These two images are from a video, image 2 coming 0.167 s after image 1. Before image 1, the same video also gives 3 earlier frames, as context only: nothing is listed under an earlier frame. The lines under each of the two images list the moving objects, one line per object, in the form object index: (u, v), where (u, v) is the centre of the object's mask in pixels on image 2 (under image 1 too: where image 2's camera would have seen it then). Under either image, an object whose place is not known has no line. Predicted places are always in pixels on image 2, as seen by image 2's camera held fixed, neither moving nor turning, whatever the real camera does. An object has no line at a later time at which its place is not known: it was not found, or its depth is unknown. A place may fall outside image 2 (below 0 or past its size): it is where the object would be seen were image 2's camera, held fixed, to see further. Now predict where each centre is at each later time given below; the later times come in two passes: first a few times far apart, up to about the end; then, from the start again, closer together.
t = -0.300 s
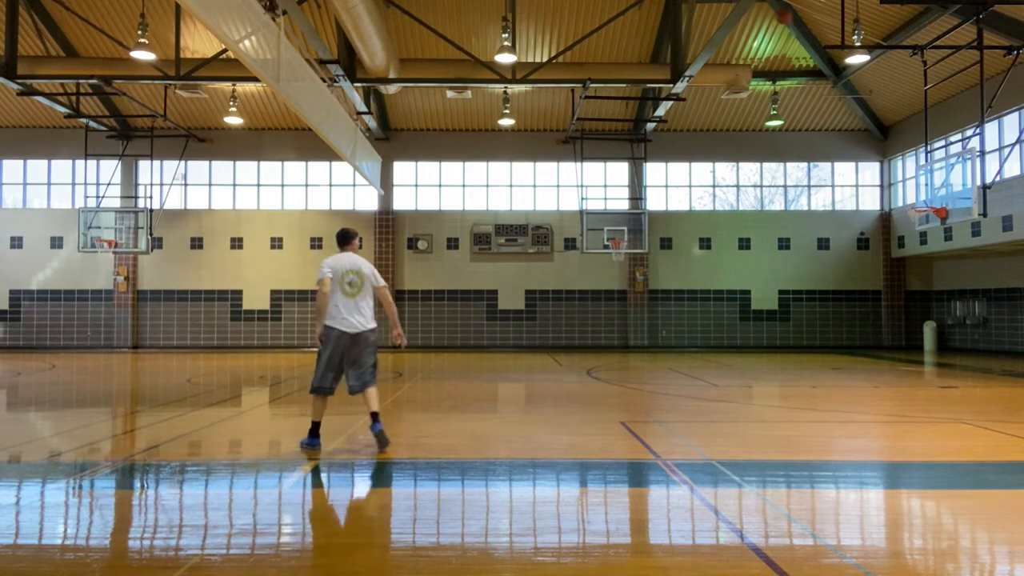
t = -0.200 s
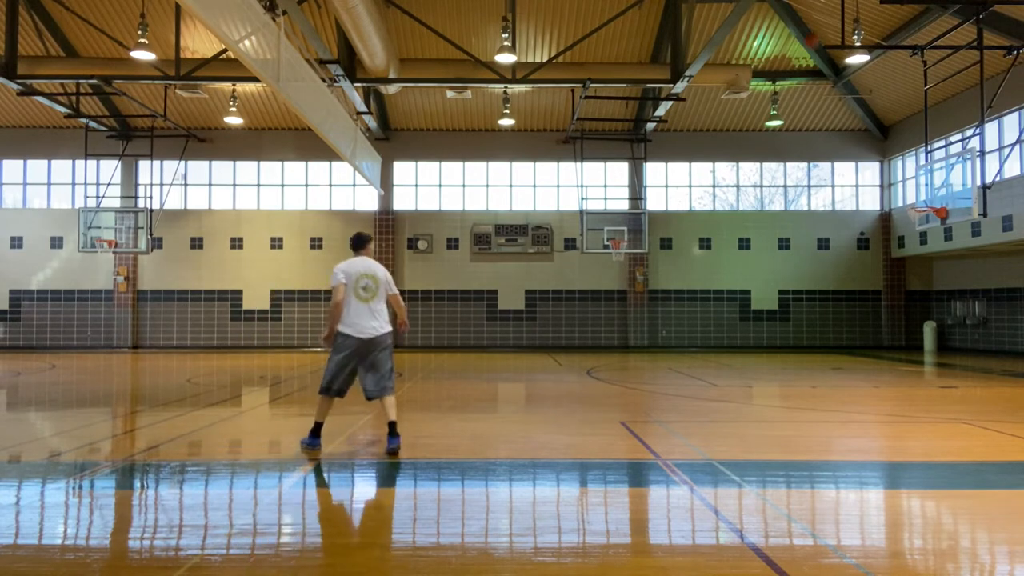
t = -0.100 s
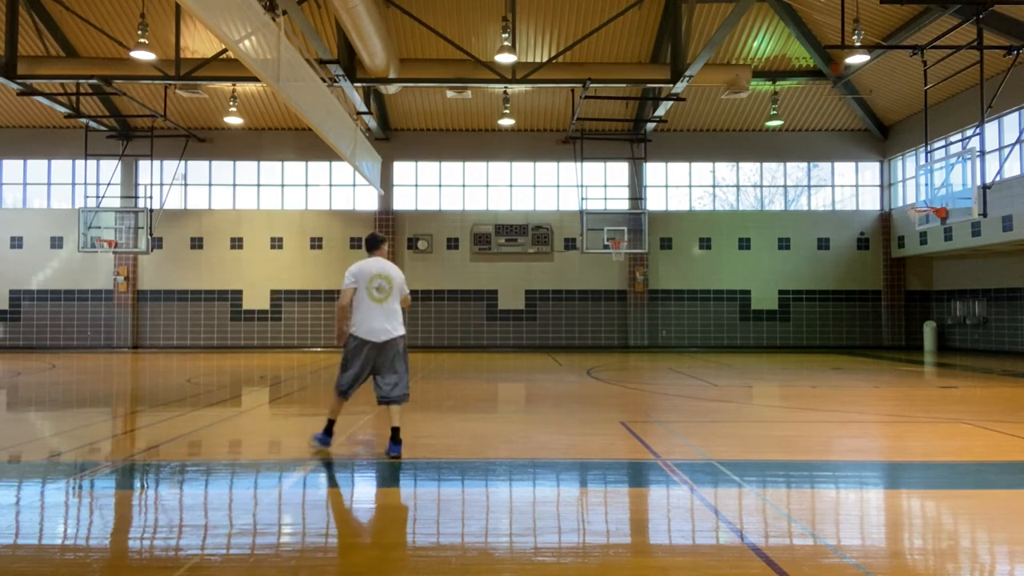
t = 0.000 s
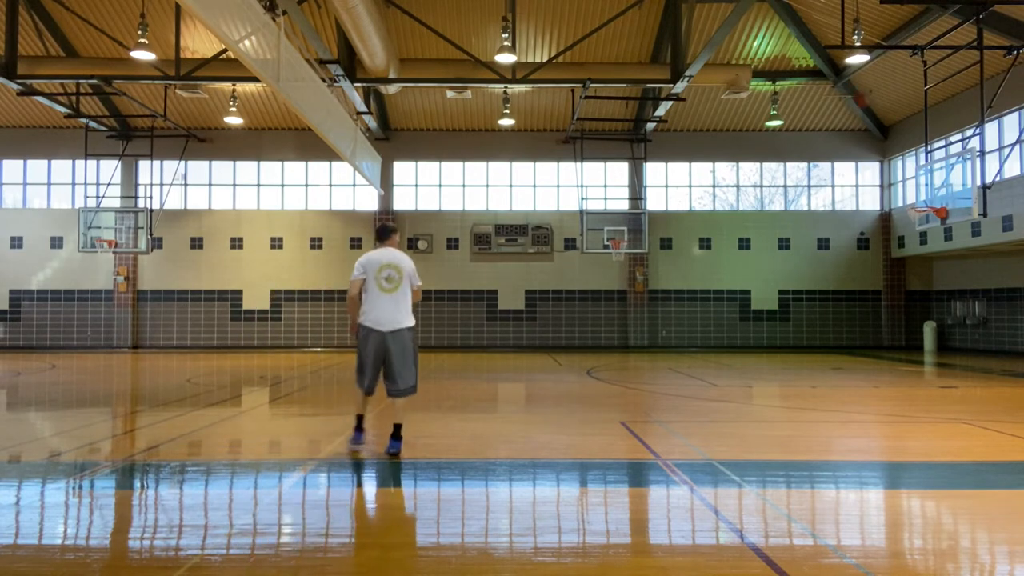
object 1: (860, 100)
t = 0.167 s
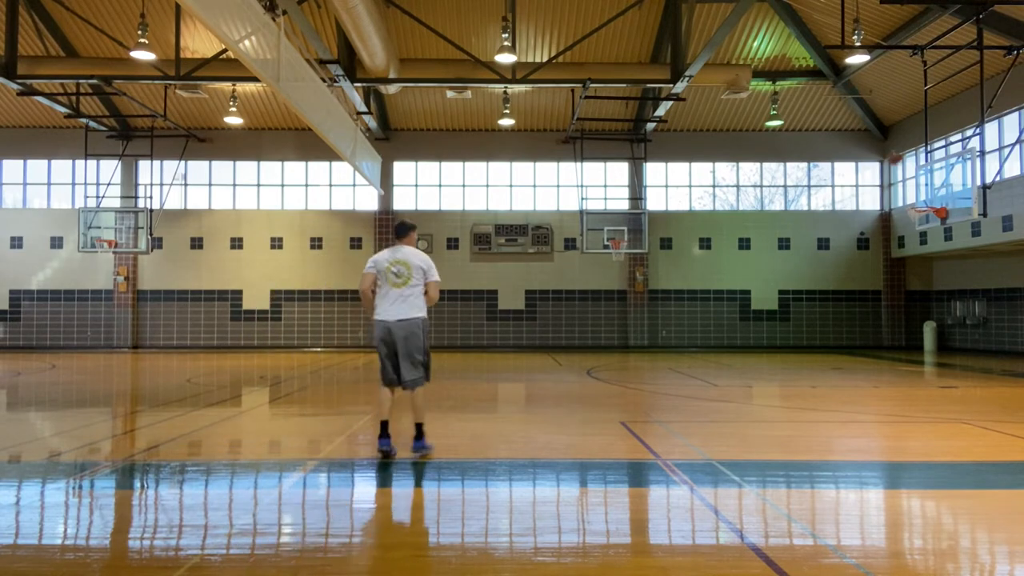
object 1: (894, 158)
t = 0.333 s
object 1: (927, 218)
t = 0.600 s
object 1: (946, 271)
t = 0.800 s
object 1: (962, 339)
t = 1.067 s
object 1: (962, 325)
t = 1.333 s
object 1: (950, 285)
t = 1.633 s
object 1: (937, 290)
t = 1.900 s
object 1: (927, 337)
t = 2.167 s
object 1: (918, 349)
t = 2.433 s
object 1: (911, 325)
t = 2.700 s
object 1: (904, 342)
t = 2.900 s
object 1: (899, 375)
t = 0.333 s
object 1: (927, 218)
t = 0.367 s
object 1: (930, 224)
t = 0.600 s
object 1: (946, 271)
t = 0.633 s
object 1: (949, 281)
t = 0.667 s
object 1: (951, 292)
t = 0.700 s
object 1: (954, 302)
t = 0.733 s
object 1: (956, 315)
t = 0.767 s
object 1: (959, 326)
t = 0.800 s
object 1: (962, 339)
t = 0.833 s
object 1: (965, 352)
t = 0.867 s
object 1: (968, 365)
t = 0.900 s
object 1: (969, 368)
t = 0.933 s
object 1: (967, 359)
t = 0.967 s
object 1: (966, 350)
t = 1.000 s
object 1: (964, 341)
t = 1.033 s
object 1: (963, 333)
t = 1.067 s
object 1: (962, 325)
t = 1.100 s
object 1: (960, 318)
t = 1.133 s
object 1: (958, 311)
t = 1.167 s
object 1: (957, 305)
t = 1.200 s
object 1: (956, 300)
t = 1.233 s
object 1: (954, 296)
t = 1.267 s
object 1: (953, 292)
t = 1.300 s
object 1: (951, 288)
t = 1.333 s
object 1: (950, 285)
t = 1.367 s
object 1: (948, 283)
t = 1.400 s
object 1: (947, 282)
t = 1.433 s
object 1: (946, 281)
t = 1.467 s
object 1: (944, 281)
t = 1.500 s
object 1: (943, 281)
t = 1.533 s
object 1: (942, 282)
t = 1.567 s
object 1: (940, 284)
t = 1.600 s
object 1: (939, 287)
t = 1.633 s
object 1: (937, 290)
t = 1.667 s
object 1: (936, 293)
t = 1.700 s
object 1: (935, 298)
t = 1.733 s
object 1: (933, 303)
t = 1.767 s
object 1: (932, 309)
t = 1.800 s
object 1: (931, 314)
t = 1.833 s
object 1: (930, 321)
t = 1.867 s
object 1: (929, 328)
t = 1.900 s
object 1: (927, 337)
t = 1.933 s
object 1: (926, 347)
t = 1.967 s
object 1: (925, 356)
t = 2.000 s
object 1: (924, 365)
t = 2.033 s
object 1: (923, 376)
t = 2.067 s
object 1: (921, 369)
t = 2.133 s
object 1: (919, 355)
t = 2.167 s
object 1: (918, 349)
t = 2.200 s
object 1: (917, 344)
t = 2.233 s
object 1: (916, 339)
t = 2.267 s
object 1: (915, 335)
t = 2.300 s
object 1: (915, 332)
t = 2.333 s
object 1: (913, 329)
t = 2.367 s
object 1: (913, 327)
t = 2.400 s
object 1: (912, 326)
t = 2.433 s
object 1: (911, 325)
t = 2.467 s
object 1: (910, 325)
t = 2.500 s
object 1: (909, 325)
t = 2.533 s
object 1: (908, 326)
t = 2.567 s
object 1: (907, 328)
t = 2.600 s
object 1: (906, 331)
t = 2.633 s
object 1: (906, 334)
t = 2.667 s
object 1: (905, 338)
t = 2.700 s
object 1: (904, 342)
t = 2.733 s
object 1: (903, 348)
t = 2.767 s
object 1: (902, 353)
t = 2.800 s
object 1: (902, 359)
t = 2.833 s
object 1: (901, 367)
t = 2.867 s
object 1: (900, 375)
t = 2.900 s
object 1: (899, 375)
